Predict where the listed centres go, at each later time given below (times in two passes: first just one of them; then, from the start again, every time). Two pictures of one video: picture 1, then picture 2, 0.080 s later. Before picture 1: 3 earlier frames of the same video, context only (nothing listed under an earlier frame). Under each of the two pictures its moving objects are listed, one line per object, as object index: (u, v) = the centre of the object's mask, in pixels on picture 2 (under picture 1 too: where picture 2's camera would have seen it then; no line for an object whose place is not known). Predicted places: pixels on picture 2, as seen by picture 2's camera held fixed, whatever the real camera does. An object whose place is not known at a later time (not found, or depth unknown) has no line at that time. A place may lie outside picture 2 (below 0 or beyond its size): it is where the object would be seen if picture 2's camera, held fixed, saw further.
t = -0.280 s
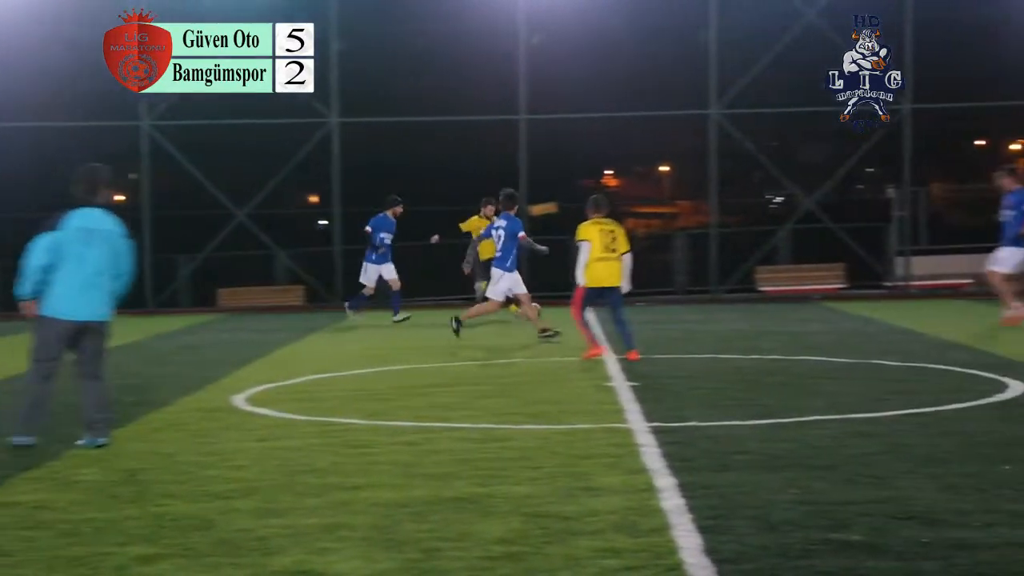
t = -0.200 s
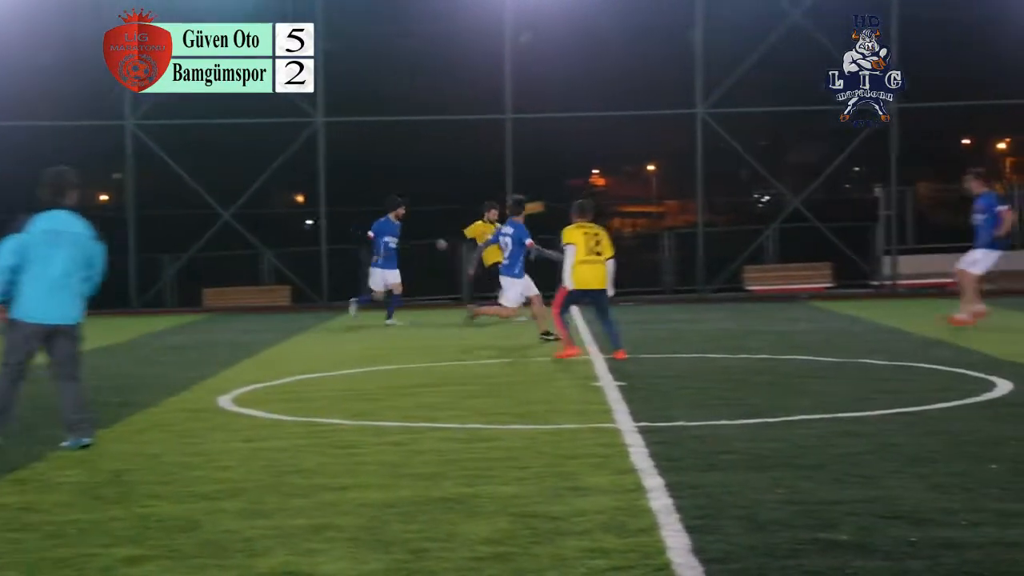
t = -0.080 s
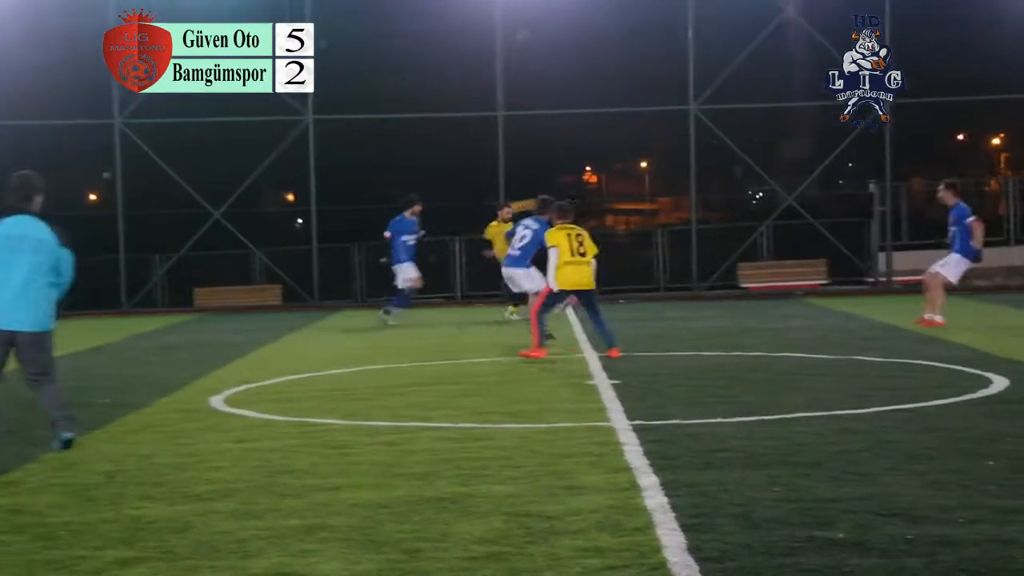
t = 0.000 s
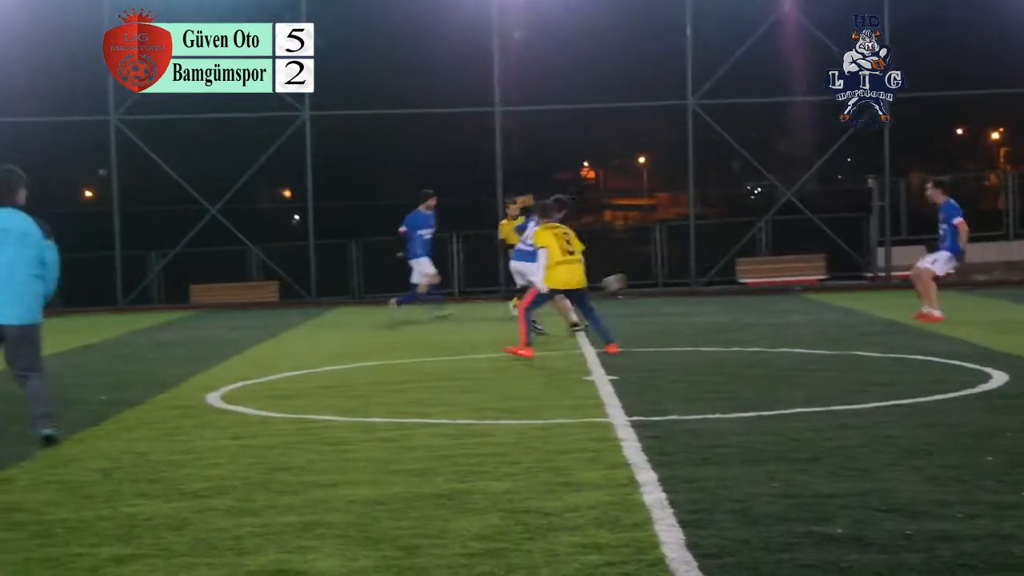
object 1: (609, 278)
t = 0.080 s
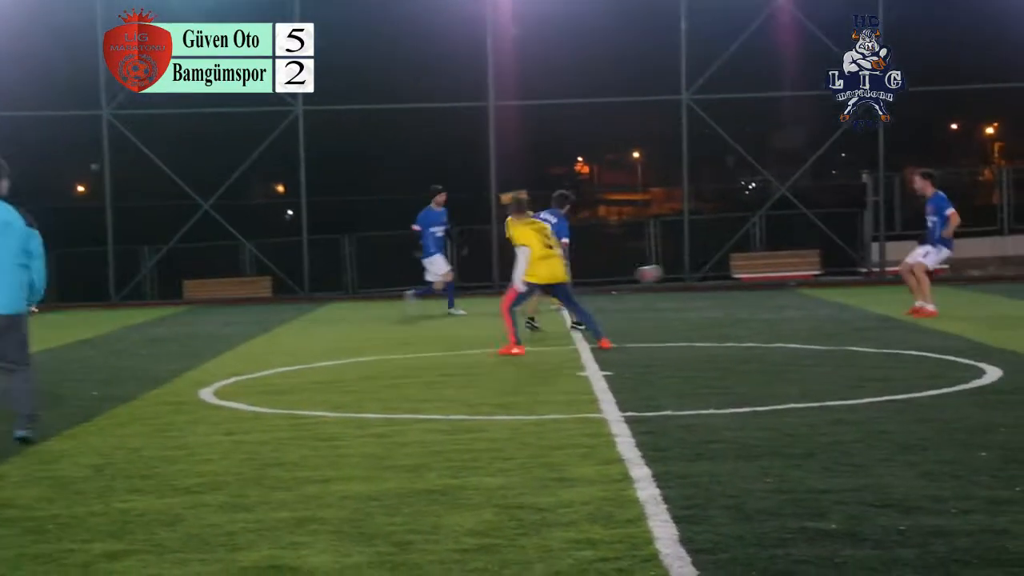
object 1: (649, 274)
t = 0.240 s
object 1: (740, 283)
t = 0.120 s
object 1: (669, 274)
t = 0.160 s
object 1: (693, 275)
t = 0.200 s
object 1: (715, 279)
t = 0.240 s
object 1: (740, 283)
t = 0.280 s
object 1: (765, 287)
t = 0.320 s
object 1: (789, 297)
